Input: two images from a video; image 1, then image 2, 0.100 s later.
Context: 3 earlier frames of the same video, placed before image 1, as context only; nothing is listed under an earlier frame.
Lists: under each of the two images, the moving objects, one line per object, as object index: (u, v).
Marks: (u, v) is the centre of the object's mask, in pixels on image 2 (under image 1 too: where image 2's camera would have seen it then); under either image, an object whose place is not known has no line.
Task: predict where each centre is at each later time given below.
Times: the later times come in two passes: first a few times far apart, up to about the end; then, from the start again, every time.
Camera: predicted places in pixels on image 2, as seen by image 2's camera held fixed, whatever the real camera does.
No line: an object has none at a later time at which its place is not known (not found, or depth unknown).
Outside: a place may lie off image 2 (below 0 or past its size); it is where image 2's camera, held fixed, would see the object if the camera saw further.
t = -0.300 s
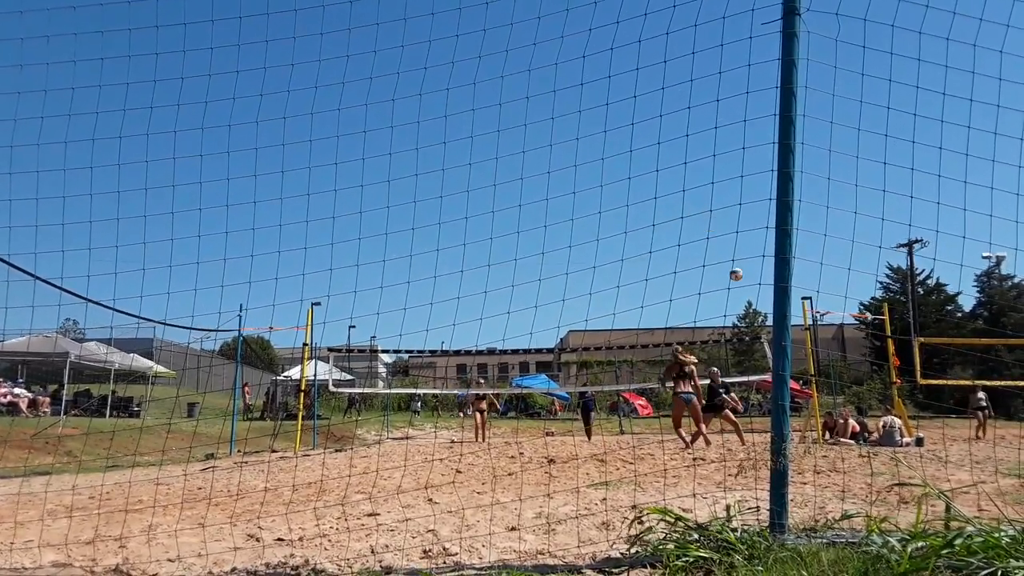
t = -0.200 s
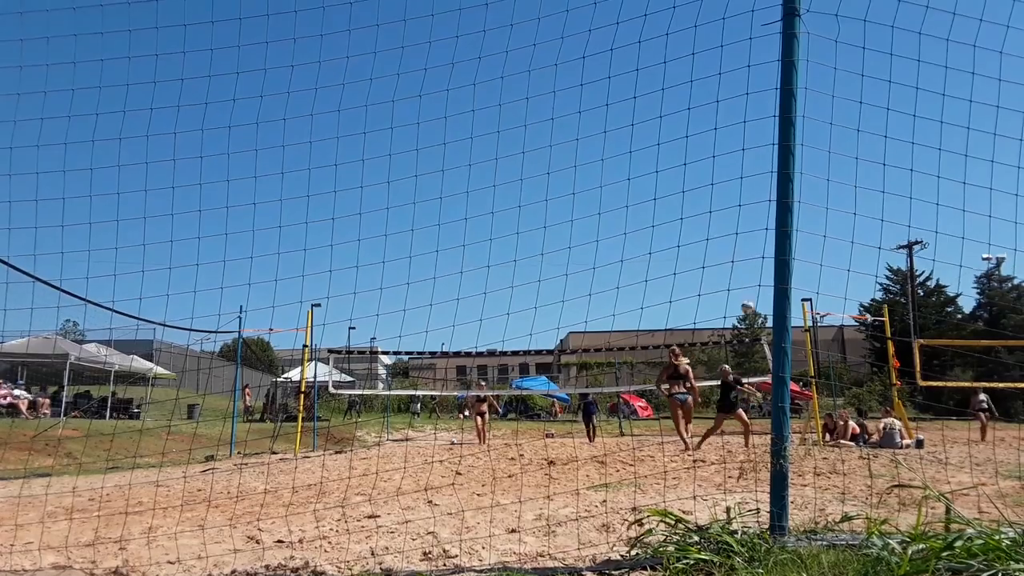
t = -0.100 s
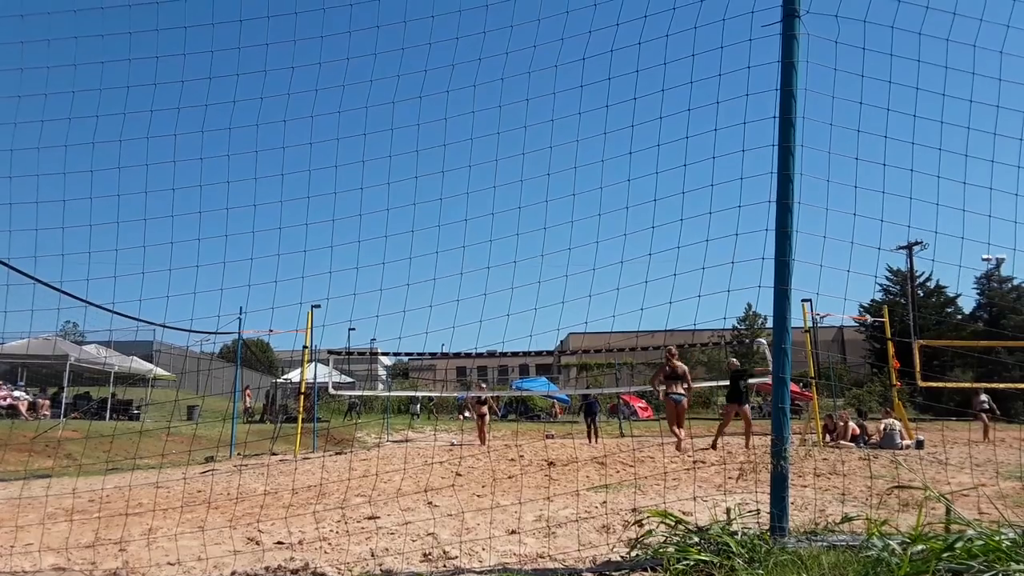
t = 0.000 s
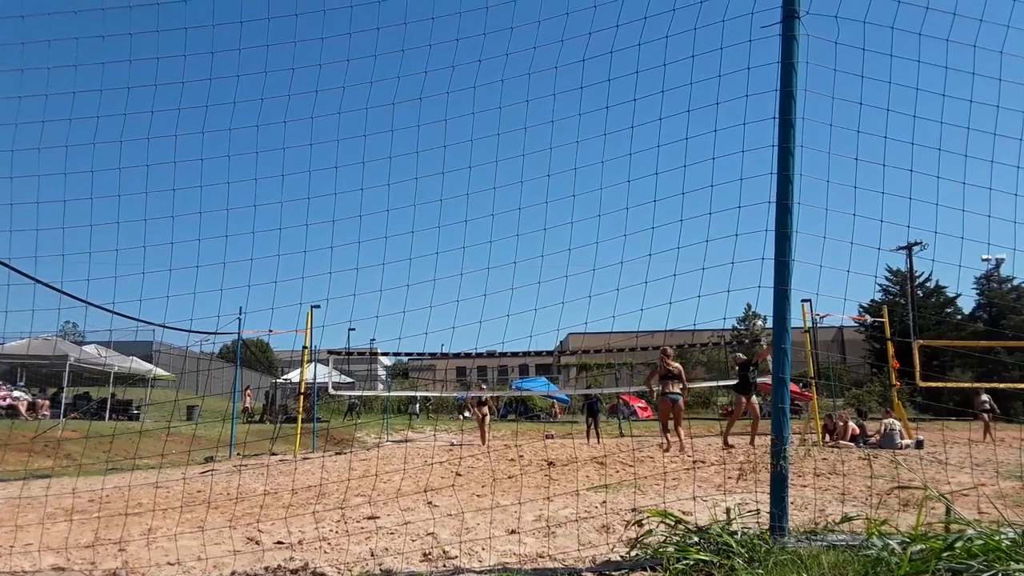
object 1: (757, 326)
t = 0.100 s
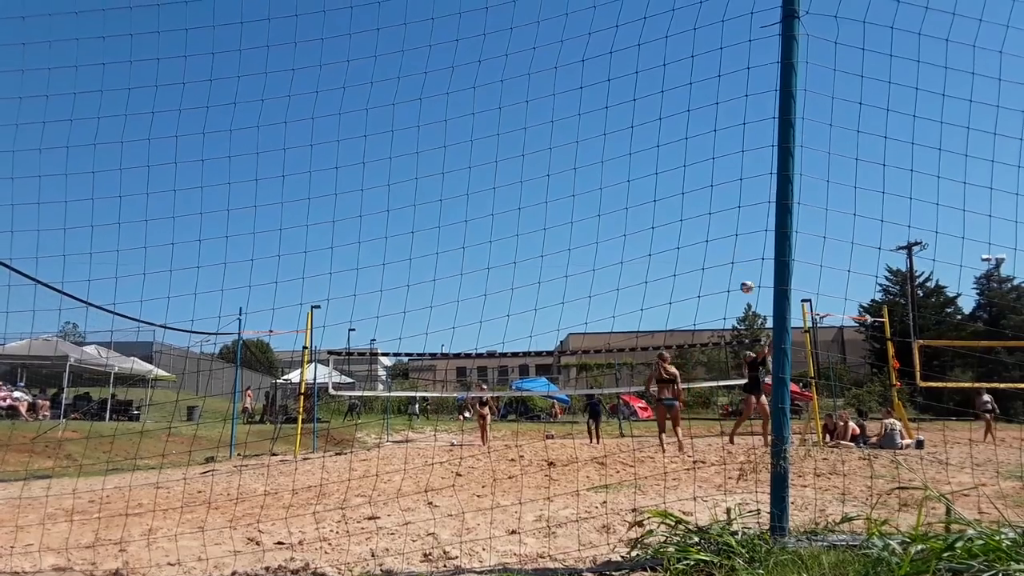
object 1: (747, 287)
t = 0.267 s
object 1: (732, 236)
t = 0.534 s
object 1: (715, 190)
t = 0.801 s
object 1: (702, 184)
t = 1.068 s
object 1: (693, 214)
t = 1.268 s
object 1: (689, 260)
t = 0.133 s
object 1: (744, 275)
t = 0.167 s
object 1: (741, 264)
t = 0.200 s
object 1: (738, 254)
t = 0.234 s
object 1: (735, 245)
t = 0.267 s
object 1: (732, 236)
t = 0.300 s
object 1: (730, 227)
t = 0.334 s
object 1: (728, 219)
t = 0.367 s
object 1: (725, 214)
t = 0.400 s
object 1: (723, 208)
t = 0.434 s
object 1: (721, 202)
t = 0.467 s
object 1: (719, 197)
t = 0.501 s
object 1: (717, 193)
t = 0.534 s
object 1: (715, 190)
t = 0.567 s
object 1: (713, 187)
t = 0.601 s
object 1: (711, 184)
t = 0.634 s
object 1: (709, 183)
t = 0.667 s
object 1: (707, 182)
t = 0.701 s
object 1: (706, 181)
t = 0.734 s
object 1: (705, 181)
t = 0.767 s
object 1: (703, 182)
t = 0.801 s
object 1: (702, 184)
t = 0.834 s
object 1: (700, 185)
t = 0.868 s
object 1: (699, 187)
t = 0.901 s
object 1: (698, 191)
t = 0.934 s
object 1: (697, 194)
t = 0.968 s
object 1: (696, 198)
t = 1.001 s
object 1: (695, 202)
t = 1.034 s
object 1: (694, 208)
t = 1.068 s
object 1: (693, 214)
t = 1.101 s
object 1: (692, 220)
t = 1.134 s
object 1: (692, 227)
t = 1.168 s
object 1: (691, 234)
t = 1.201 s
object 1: (690, 243)
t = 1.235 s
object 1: (689, 251)
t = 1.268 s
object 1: (689, 260)
